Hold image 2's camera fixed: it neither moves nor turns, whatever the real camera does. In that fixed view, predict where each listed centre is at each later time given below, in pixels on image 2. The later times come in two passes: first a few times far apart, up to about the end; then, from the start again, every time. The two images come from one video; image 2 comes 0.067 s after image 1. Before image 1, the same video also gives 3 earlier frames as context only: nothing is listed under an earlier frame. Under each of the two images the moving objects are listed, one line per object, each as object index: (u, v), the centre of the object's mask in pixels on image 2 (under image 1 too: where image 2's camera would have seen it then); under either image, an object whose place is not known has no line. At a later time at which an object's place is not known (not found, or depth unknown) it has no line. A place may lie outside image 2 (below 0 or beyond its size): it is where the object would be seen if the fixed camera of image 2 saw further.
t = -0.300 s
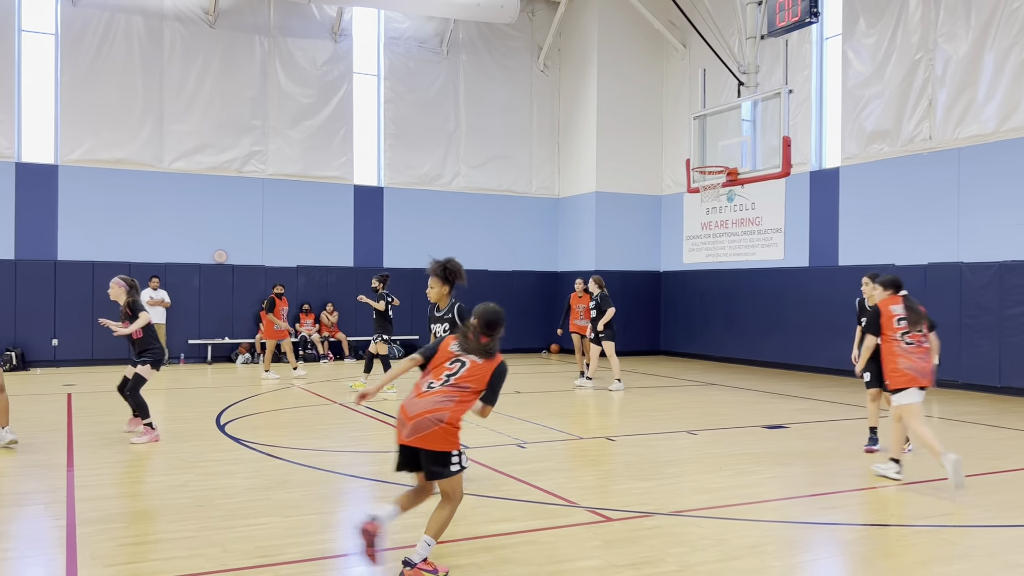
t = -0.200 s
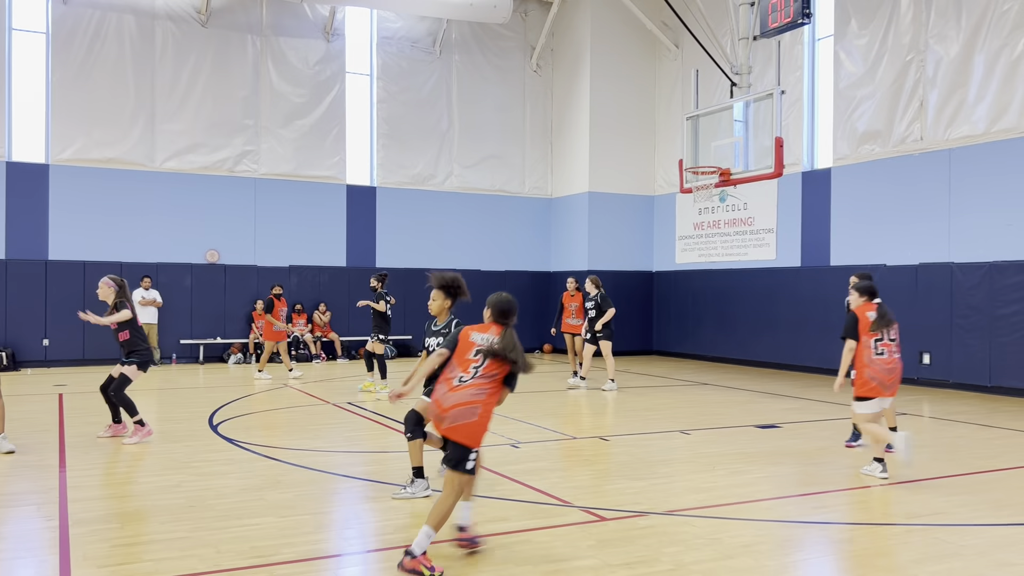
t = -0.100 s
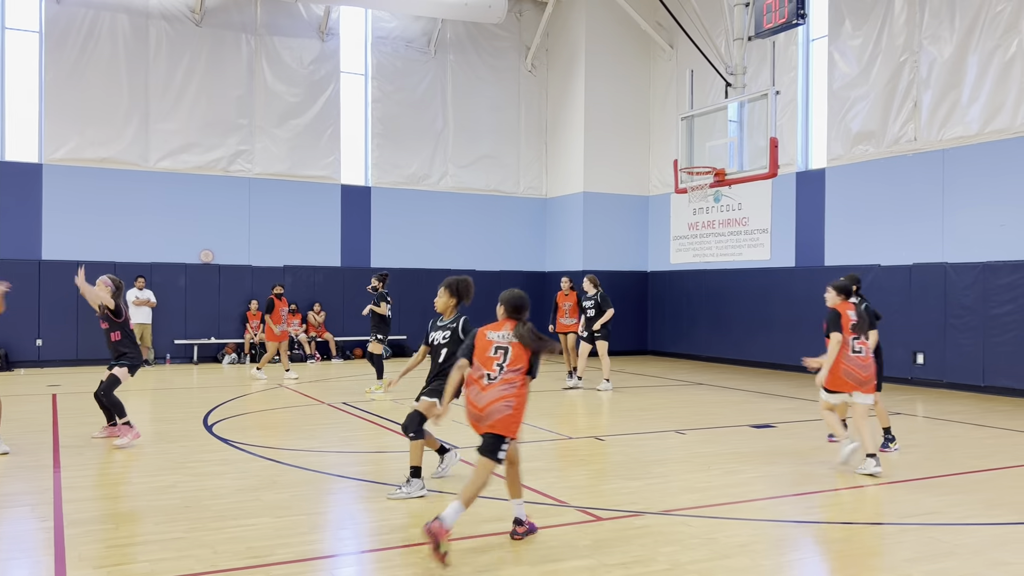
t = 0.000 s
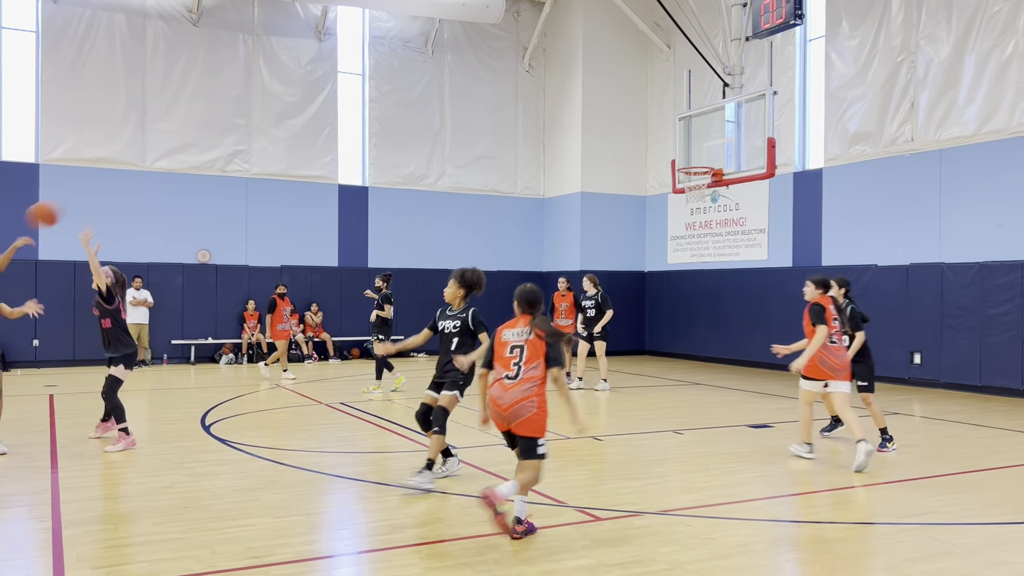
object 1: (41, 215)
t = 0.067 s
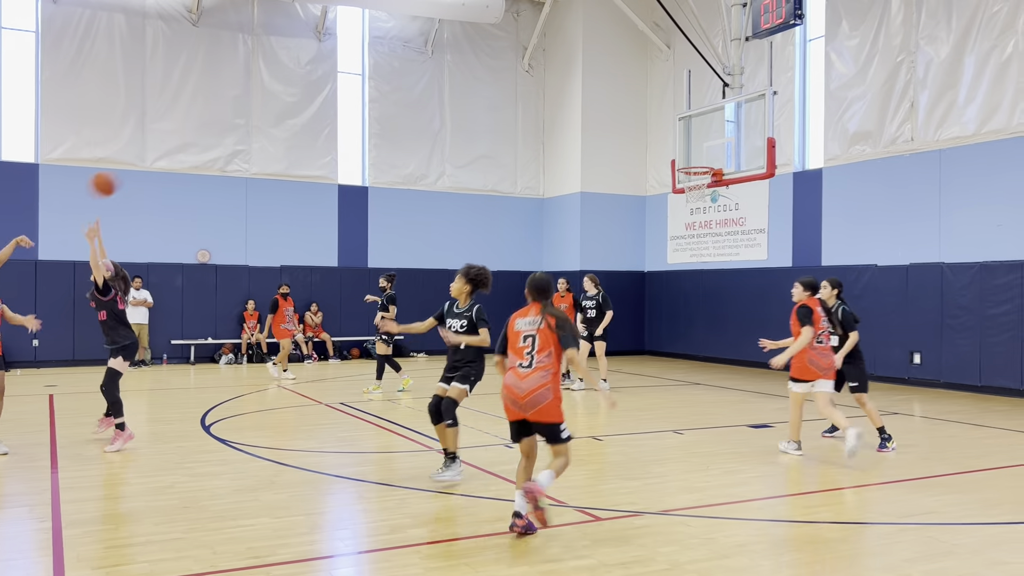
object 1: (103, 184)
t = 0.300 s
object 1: (284, 126)
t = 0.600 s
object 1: (469, 141)
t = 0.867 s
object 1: (603, 214)
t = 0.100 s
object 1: (130, 172)
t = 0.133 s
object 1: (158, 160)
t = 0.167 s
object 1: (185, 151)
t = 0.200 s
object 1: (210, 142)
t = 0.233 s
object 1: (235, 135)
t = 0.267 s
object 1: (260, 130)
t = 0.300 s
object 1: (284, 126)
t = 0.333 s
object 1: (307, 124)
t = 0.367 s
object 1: (328, 122)
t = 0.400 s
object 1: (351, 122)
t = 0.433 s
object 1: (373, 123)
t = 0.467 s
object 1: (392, 124)
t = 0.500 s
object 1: (412, 127)
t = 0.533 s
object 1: (431, 131)
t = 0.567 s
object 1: (450, 135)
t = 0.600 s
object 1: (469, 141)
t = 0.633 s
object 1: (487, 147)
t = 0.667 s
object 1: (505, 155)
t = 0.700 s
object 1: (522, 163)
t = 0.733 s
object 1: (539, 172)
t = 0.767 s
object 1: (555, 181)
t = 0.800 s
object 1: (572, 191)
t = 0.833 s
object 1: (587, 203)
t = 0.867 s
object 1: (603, 214)
